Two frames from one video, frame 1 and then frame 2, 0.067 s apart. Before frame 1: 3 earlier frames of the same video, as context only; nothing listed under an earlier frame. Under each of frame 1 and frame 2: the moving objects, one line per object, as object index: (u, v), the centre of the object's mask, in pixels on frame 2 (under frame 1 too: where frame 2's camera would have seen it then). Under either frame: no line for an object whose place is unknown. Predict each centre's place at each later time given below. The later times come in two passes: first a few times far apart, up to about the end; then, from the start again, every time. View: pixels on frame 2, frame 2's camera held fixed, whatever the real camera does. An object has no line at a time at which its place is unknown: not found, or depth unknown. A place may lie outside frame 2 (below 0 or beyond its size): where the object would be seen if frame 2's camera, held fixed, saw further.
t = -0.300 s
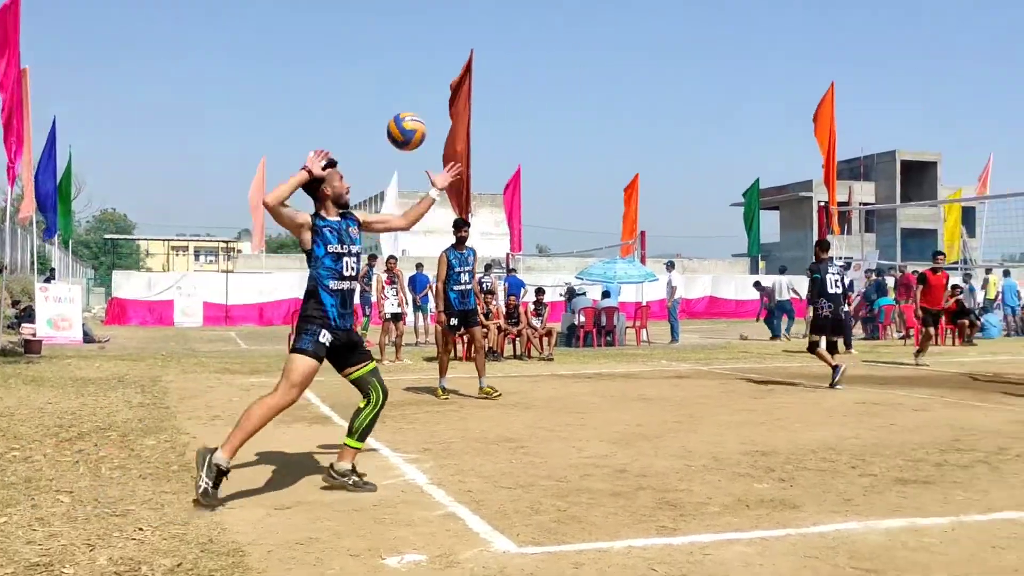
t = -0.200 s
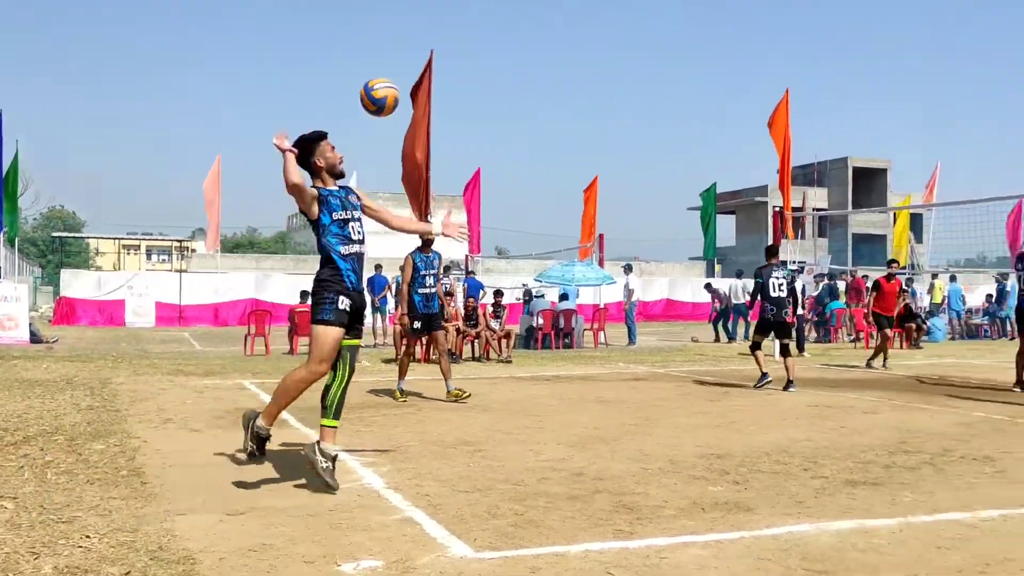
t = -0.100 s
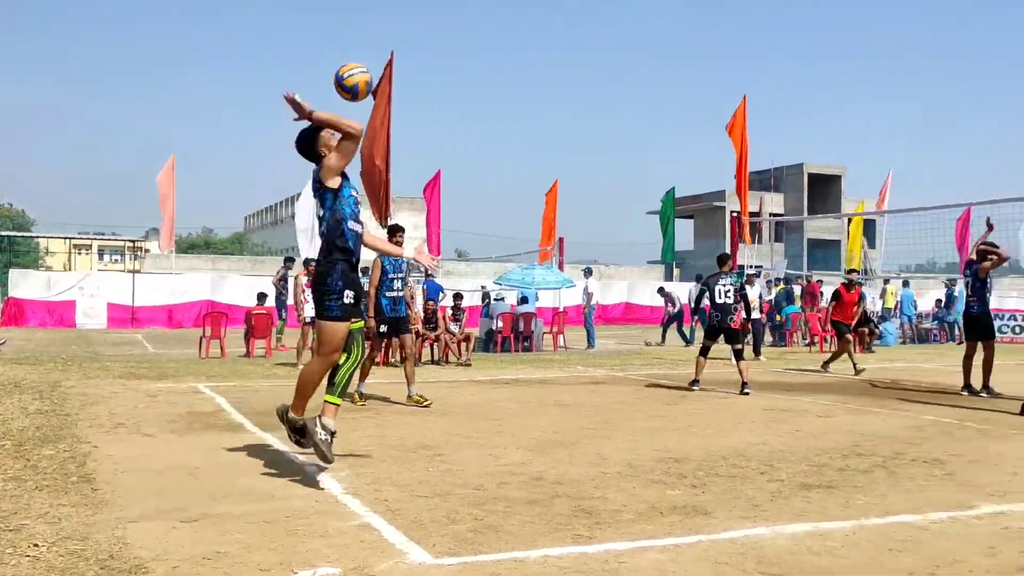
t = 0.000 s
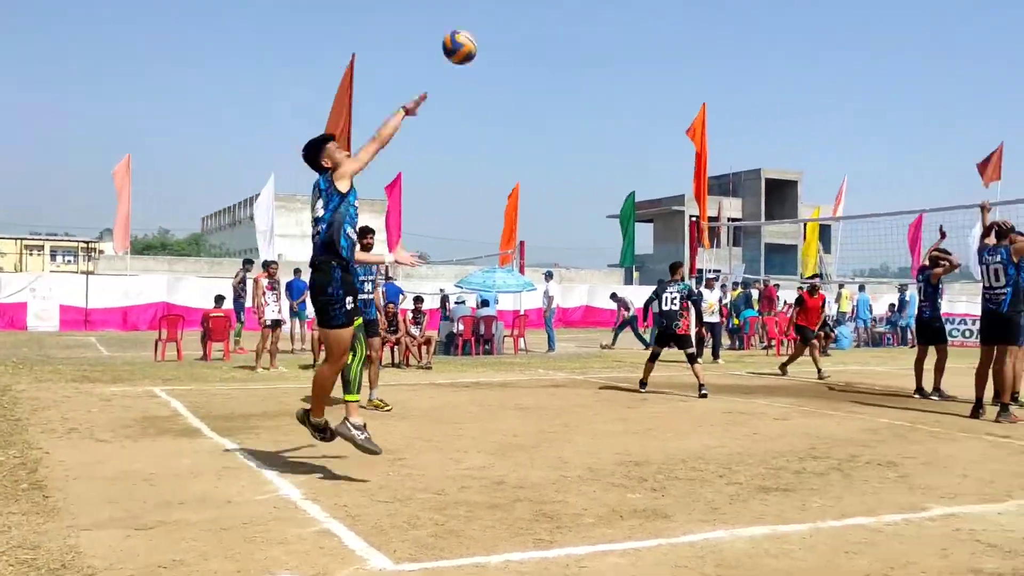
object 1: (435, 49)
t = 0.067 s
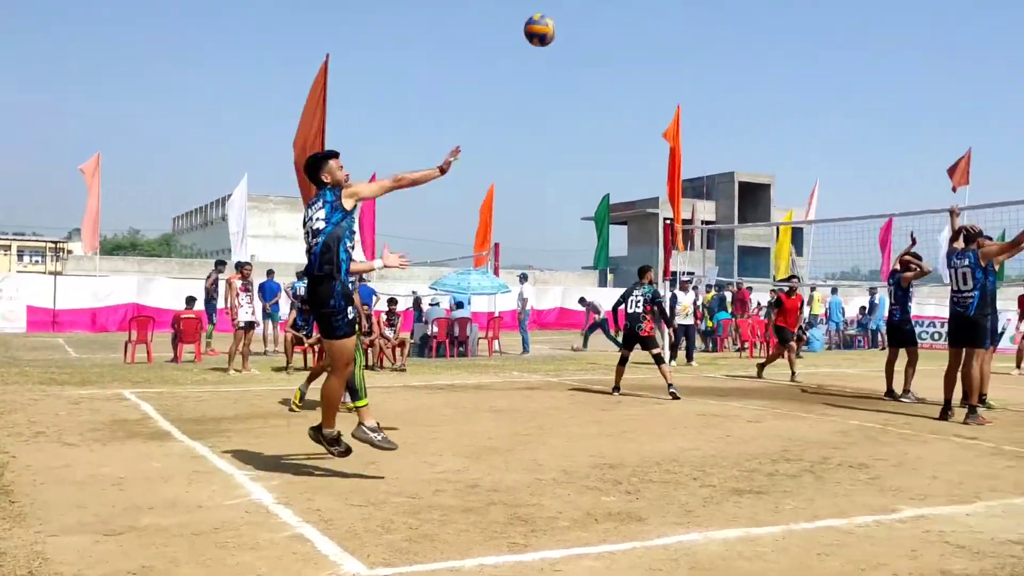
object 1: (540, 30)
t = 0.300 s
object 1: (795, 29)
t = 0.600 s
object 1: (985, 99)
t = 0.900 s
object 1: (1102, 211)
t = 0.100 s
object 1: (586, 25)
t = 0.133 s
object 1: (628, 22)
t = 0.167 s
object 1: (667, 20)
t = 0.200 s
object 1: (702, 21)
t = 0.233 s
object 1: (736, 23)
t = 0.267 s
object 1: (766, 26)
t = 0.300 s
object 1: (795, 29)
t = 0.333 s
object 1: (822, 34)
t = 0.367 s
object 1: (847, 40)
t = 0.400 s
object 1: (870, 47)
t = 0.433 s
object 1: (892, 54)
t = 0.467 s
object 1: (912, 62)
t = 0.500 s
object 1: (931, 70)
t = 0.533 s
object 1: (950, 79)
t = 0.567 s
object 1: (968, 89)
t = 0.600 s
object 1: (985, 99)
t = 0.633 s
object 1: (1001, 110)
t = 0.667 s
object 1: (1016, 121)
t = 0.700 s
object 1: (1031, 133)
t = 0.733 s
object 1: (1045, 145)
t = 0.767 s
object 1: (1057, 158)
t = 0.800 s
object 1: (1069, 171)
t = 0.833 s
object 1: (1082, 184)
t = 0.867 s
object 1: (1091, 199)
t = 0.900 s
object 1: (1102, 211)
